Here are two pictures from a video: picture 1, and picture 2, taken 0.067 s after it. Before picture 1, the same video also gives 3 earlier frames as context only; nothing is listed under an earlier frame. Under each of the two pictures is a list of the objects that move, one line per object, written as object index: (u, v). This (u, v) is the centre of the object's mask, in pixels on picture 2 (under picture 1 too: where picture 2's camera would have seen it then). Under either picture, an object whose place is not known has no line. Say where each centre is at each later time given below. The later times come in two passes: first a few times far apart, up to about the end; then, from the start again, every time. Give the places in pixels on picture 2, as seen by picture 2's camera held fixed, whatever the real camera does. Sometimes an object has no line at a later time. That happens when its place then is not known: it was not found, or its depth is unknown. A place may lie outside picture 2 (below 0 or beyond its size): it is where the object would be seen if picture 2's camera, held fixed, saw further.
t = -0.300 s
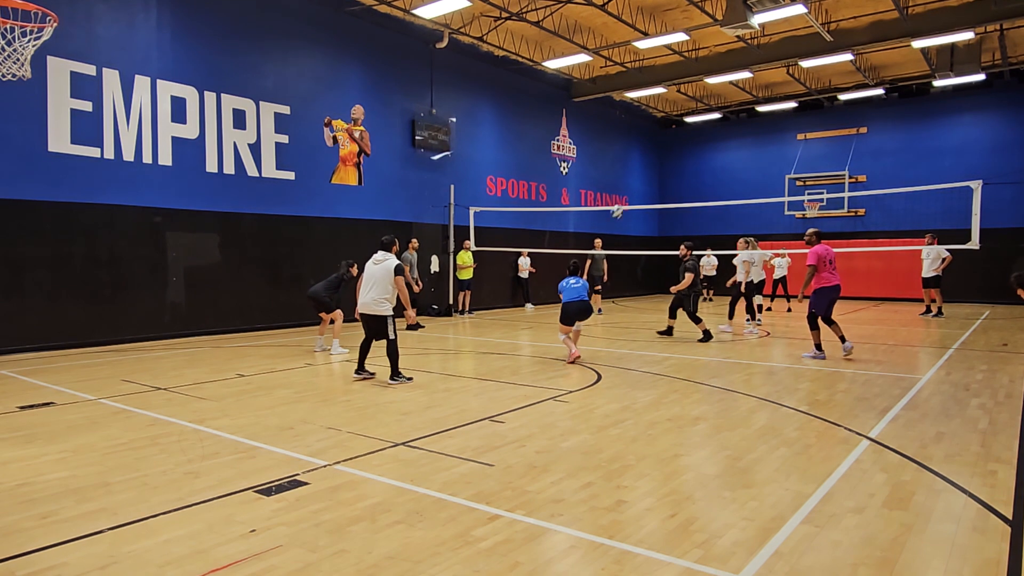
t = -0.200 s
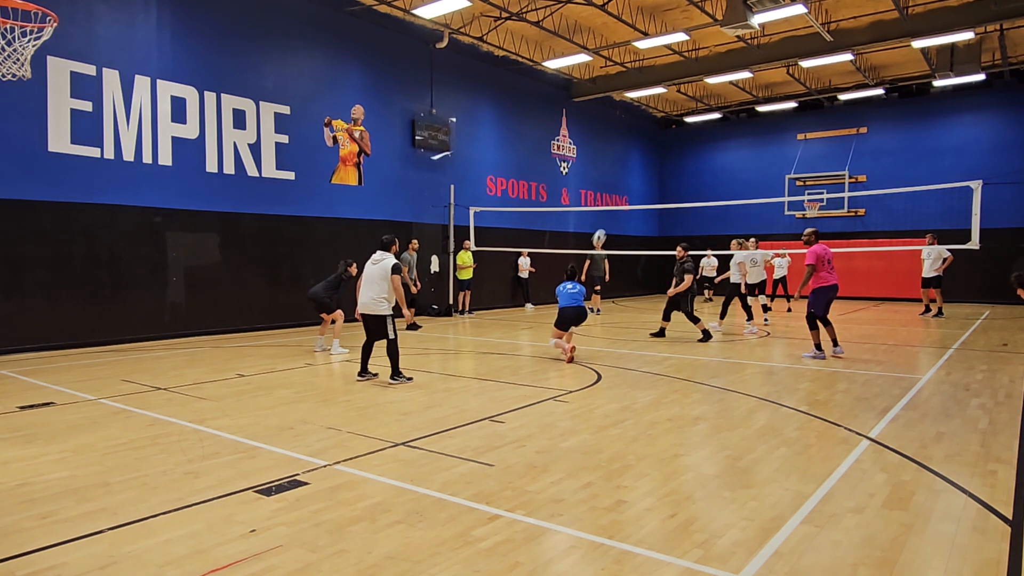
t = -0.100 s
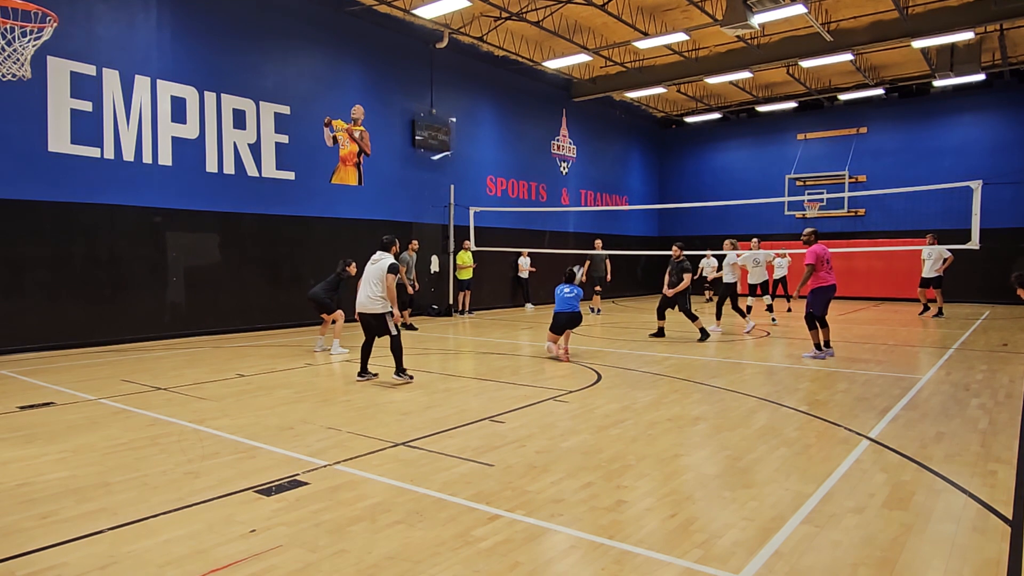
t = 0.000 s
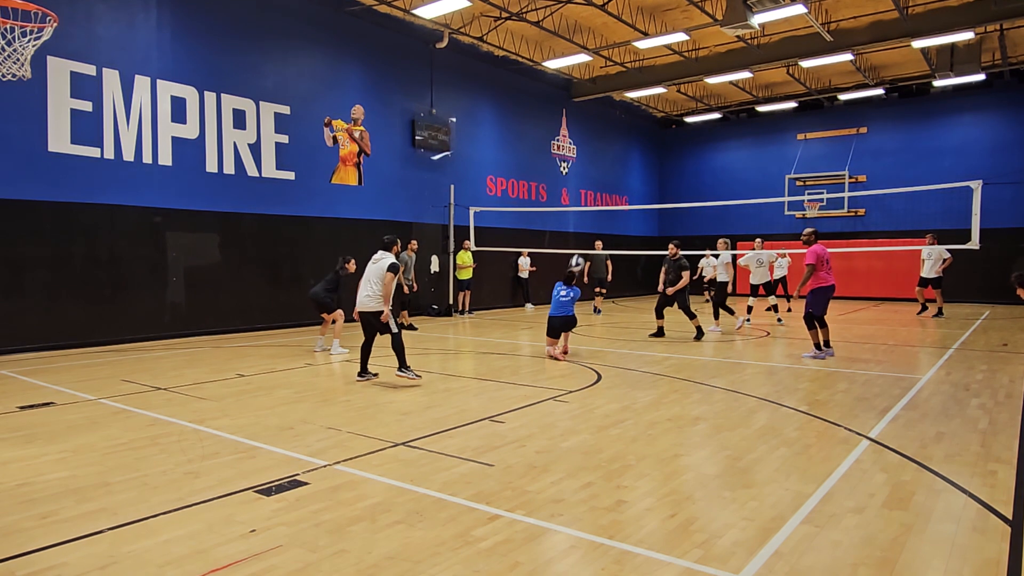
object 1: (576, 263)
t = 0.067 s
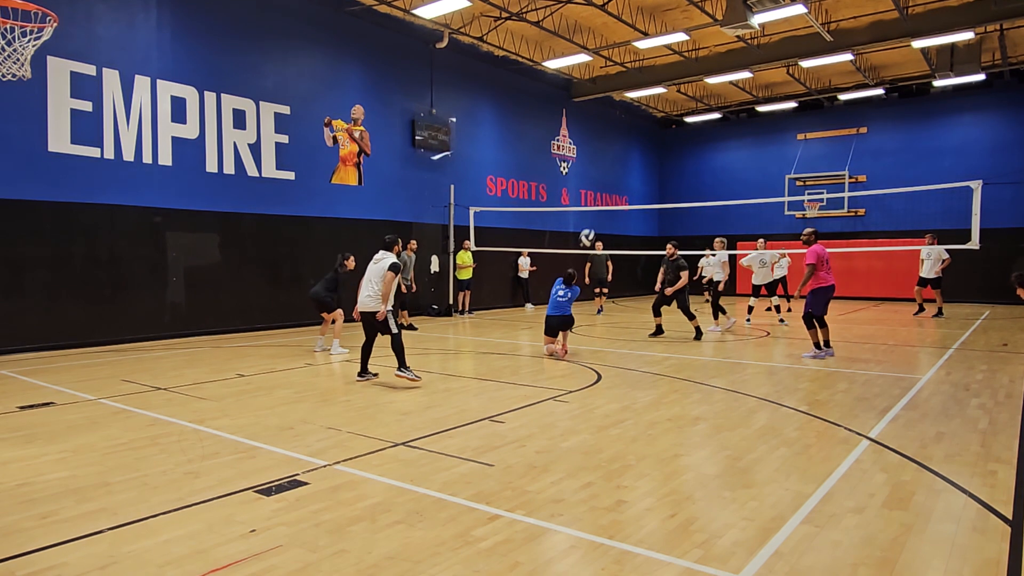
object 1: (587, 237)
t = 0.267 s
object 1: (618, 175)
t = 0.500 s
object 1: (656, 137)
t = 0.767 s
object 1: (700, 141)
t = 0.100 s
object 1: (592, 226)
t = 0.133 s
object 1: (597, 214)
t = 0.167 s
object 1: (603, 202)
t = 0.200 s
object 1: (608, 192)
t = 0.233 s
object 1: (613, 184)
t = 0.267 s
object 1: (618, 175)
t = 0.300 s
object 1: (624, 167)
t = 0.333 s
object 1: (629, 160)
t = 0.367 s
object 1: (634, 154)
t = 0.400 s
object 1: (639, 149)
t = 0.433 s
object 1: (645, 144)
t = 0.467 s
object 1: (650, 140)
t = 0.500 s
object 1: (656, 137)
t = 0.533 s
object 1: (661, 135)
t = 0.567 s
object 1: (667, 133)
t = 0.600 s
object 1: (672, 133)
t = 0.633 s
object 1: (678, 133)
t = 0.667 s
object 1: (683, 134)
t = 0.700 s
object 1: (689, 135)
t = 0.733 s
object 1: (694, 138)
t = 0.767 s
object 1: (700, 141)
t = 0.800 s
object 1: (705, 145)
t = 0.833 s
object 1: (711, 150)
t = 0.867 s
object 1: (716, 156)
